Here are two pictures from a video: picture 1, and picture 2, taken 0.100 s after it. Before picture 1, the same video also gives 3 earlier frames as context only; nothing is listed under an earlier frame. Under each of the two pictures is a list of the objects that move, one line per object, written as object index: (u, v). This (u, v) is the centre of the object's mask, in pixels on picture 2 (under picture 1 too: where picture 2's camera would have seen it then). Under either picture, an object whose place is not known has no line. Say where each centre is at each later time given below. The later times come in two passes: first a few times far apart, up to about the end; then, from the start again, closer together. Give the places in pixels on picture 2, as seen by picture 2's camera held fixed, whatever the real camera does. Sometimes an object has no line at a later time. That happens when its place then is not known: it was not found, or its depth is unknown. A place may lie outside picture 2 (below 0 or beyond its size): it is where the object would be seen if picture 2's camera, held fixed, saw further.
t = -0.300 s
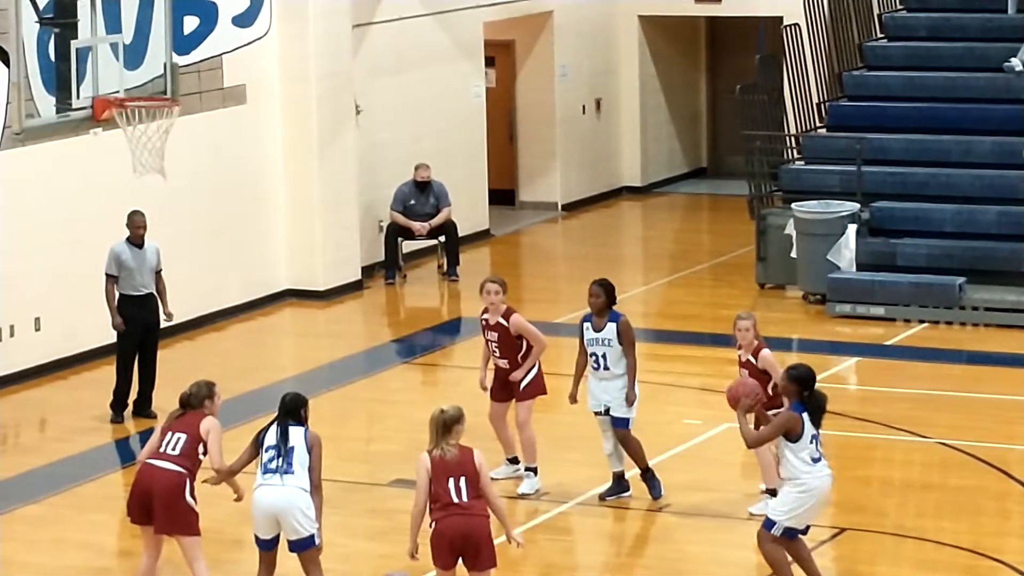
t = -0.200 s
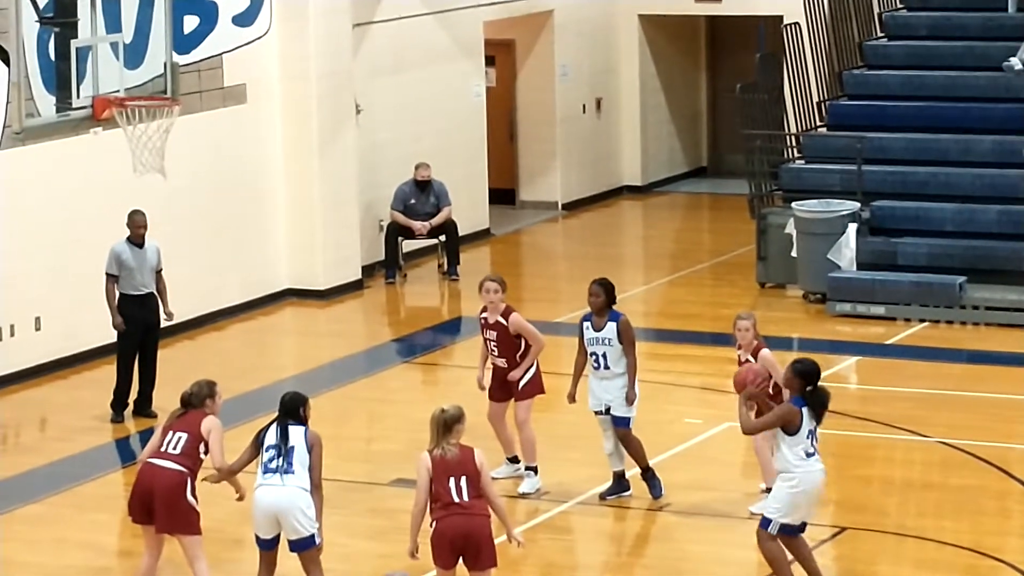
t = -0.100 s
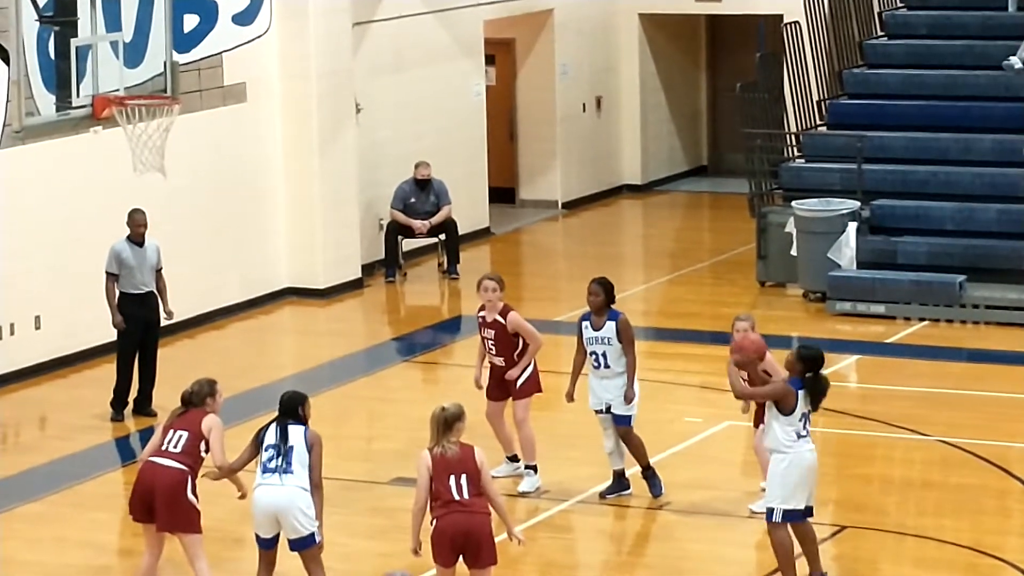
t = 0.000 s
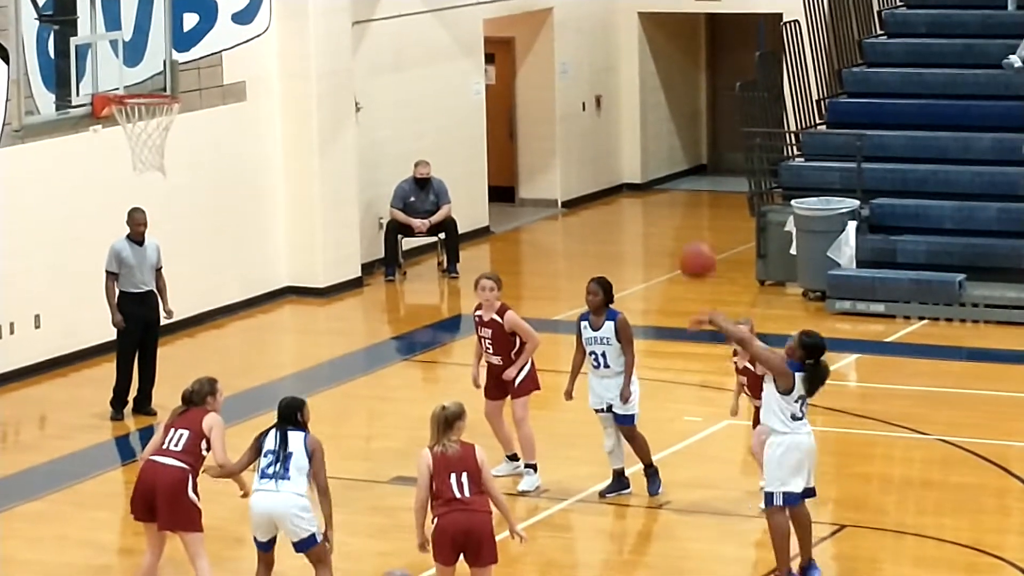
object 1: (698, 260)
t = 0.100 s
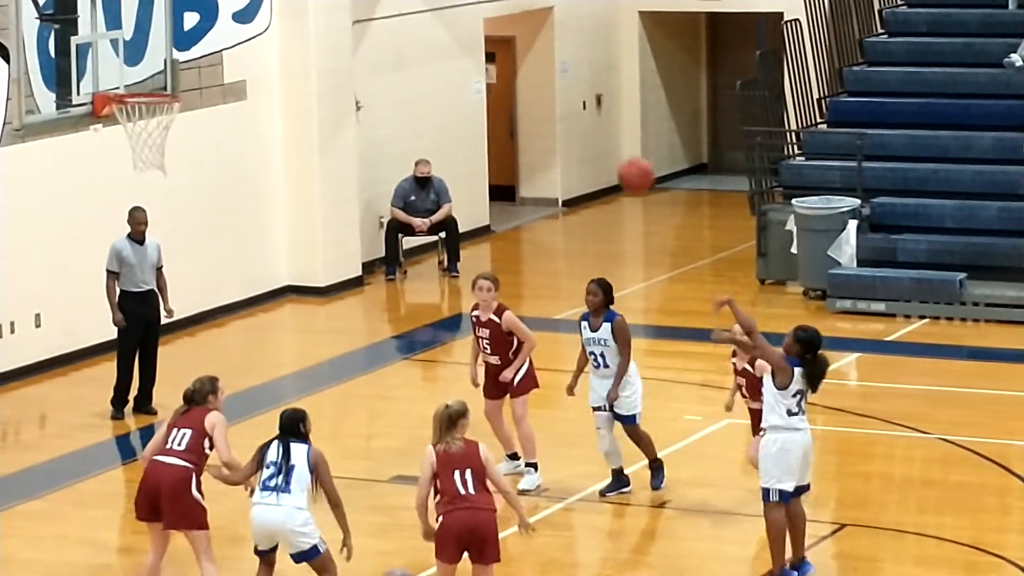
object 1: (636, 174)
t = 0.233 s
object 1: (555, 86)
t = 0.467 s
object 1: (421, 5)
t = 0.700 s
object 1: (295, -3)
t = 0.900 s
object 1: (195, 53)
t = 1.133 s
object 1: (131, 85)
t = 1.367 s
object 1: (184, 71)
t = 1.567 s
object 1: (232, 118)
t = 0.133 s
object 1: (615, 151)
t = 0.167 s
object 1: (595, 127)
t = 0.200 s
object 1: (575, 106)
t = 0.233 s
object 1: (555, 86)
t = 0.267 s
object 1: (536, 68)
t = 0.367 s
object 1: (477, 25)
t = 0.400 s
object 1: (458, 15)
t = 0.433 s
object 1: (440, 9)
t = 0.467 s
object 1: (421, 5)
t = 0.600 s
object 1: (348, -4)
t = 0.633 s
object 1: (330, -5)
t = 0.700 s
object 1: (295, -3)
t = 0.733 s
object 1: (278, 0)
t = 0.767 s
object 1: (260, 7)
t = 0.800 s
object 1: (244, 17)
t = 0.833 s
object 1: (227, 27)
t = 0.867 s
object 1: (210, 39)
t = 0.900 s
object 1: (195, 53)
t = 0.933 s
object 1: (179, 69)
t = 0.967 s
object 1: (164, 86)
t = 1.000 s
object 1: (155, 85)
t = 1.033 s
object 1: (147, 84)
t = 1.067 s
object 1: (139, 85)
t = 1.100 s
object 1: (130, 87)
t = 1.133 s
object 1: (131, 85)
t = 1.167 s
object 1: (139, 78)
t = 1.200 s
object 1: (147, 73)
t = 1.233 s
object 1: (154, 70)
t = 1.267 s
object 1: (161, 68)
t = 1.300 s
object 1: (169, 66)
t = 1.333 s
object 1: (177, 68)
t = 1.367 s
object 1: (184, 71)
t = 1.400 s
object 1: (192, 74)
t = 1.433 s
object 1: (200, 80)
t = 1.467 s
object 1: (208, 88)
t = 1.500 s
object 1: (216, 96)
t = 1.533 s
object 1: (224, 106)
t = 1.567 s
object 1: (232, 118)
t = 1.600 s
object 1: (240, 132)
